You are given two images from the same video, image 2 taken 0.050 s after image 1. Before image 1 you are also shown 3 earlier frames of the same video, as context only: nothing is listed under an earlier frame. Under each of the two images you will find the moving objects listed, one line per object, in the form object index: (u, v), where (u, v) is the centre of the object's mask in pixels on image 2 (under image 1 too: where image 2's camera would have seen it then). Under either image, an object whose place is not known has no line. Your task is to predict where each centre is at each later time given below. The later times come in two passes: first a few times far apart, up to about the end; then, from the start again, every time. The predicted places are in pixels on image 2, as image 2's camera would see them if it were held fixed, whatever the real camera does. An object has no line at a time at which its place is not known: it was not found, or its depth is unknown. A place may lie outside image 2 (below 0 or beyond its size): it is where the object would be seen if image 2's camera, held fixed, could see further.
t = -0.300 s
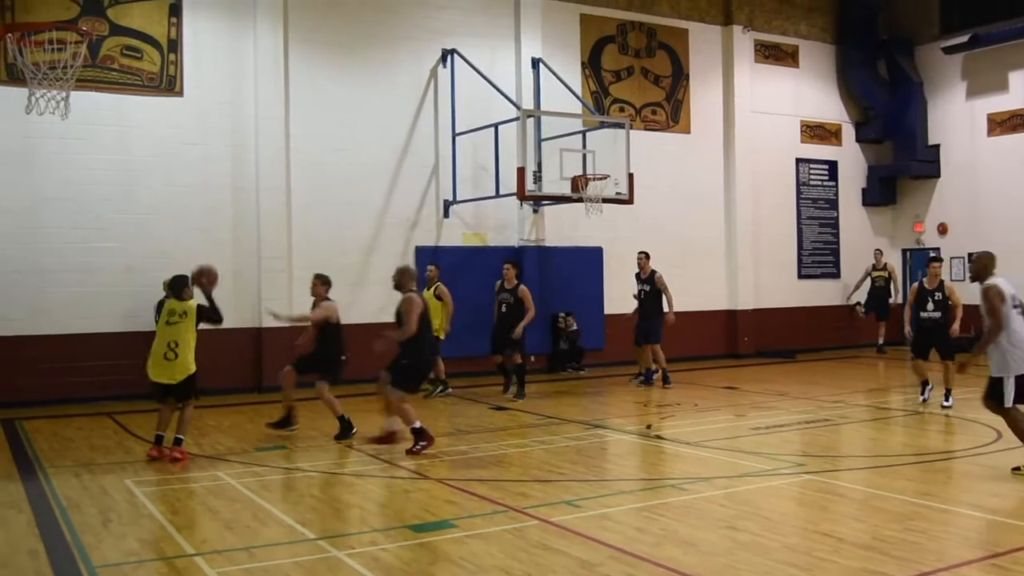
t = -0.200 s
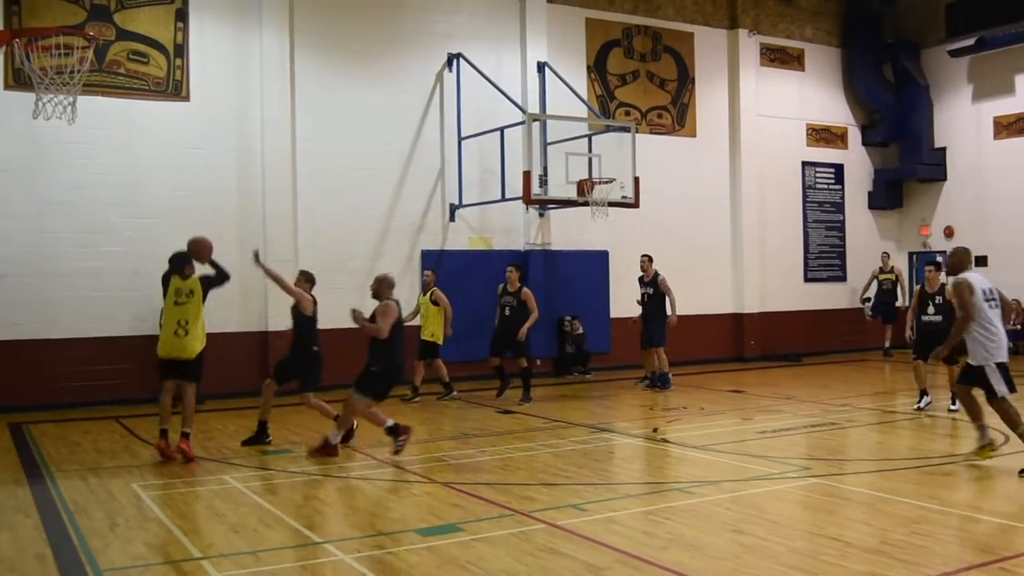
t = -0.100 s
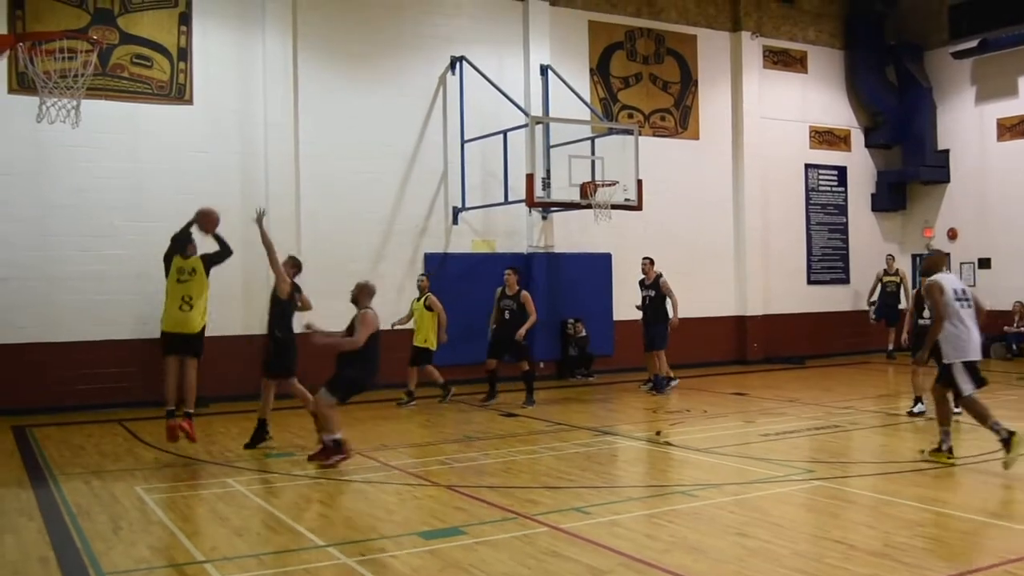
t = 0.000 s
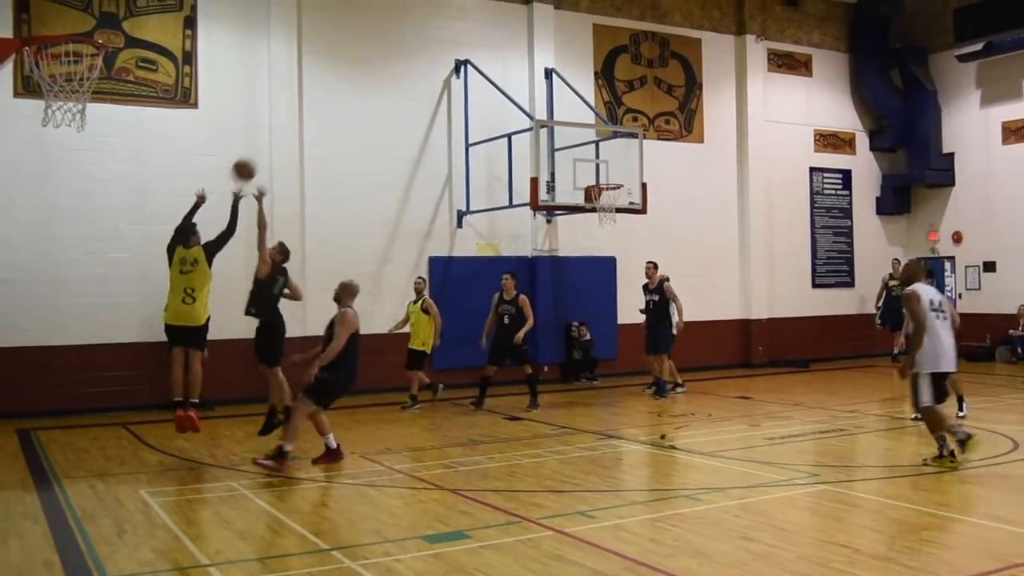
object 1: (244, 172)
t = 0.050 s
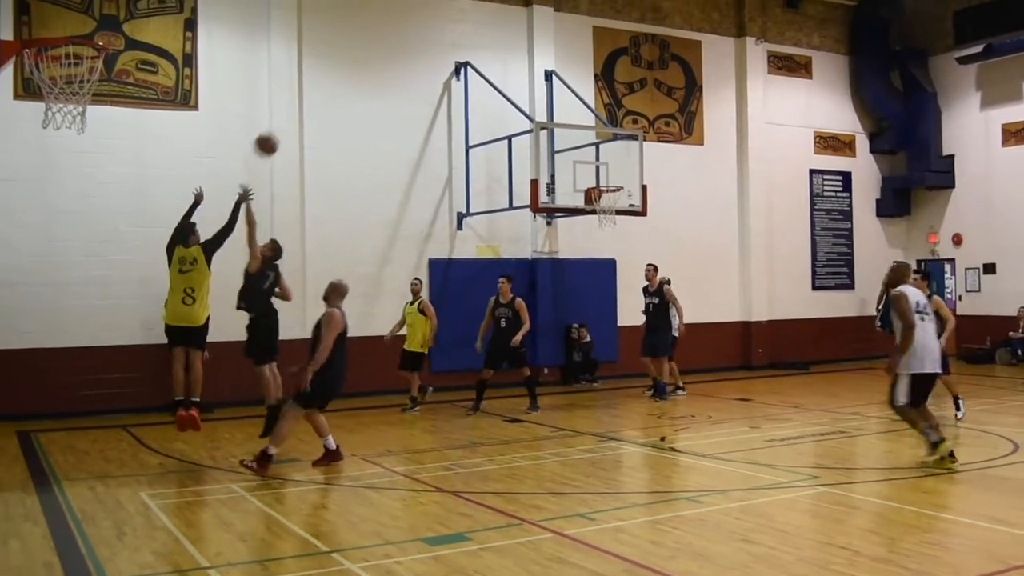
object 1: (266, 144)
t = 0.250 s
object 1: (348, 66)
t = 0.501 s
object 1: (433, 30)
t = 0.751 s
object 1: (505, 46)
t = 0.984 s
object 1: (563, 99)
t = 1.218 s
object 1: (614, 172)
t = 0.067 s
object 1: (273, 136)
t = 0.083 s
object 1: (280, 128)
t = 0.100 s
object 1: (288, 120)
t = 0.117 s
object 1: (295, 113)
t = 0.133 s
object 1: (301, 106)
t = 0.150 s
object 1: (308, 100)
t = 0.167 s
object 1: (315, 93)
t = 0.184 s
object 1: (322, 87)
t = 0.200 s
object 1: (328, 81)
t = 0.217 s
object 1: (335, 75)
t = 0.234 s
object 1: (341, 71)
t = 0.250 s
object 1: (348, 66)
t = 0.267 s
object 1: (354, 62)
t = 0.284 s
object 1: (360, 58)
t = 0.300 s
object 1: (366, 54)
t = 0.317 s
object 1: (372, 50)
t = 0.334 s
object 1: (378, 47)
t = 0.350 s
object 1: (384, 44)
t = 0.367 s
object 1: (390, 42)
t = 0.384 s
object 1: (396, 39)
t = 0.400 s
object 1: (401, 37)
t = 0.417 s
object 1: (407, 35)
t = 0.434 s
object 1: (412, 33)
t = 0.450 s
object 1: (418, 32)
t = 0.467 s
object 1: (423, 31)
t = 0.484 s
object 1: (428, 30)
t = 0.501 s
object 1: (433, 30)
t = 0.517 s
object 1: (439, 29)
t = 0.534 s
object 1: (444, 29)
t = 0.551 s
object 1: (449, 29)
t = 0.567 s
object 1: (454, 29)
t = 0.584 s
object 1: (459, 30)
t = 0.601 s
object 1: (463, 30)
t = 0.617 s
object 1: (468, 31)
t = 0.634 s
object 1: (473, 33)
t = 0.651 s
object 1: (477, 34)
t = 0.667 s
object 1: (482, 35)
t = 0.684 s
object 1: (487, 37)
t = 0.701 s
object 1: (492, 39)
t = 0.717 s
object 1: (496, 41)
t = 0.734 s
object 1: (501, 43)
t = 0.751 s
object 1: (505, 46)
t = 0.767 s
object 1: (510, 49)
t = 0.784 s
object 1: (514, 51)
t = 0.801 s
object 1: (518, 54)
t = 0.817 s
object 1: (522, 58)
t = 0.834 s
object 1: (527, 61)
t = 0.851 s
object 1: (531, 65)
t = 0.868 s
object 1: (535, 69)
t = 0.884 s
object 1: (539, 73)
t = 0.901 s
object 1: (543, 77)
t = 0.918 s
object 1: (548, 81)
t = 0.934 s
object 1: (552, 85)
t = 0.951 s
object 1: (557, 90)
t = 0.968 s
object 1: (560, 95)
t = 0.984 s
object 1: (563, 99)
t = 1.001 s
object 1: (567, 104)
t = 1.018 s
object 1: (571, 109)
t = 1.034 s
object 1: (575, 114)
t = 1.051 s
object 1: (578, 120)
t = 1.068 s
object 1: (582, 125)
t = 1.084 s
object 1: (586, 131)
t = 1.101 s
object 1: (589, 137)
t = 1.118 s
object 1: (593, 143)
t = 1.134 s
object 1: (596, 150)
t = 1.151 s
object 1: (600, 154)
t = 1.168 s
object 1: (604, 159)
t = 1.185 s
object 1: (607, 163)
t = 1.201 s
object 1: (611, 167)
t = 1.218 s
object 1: (614, 172)
